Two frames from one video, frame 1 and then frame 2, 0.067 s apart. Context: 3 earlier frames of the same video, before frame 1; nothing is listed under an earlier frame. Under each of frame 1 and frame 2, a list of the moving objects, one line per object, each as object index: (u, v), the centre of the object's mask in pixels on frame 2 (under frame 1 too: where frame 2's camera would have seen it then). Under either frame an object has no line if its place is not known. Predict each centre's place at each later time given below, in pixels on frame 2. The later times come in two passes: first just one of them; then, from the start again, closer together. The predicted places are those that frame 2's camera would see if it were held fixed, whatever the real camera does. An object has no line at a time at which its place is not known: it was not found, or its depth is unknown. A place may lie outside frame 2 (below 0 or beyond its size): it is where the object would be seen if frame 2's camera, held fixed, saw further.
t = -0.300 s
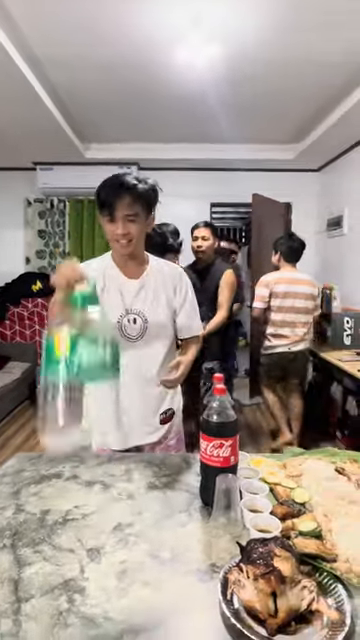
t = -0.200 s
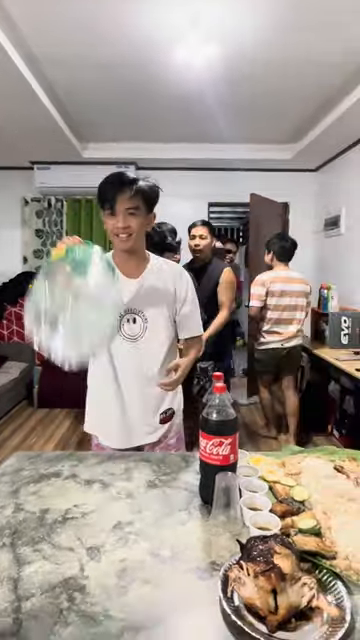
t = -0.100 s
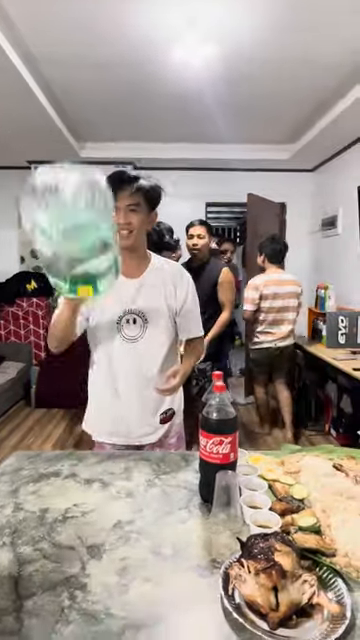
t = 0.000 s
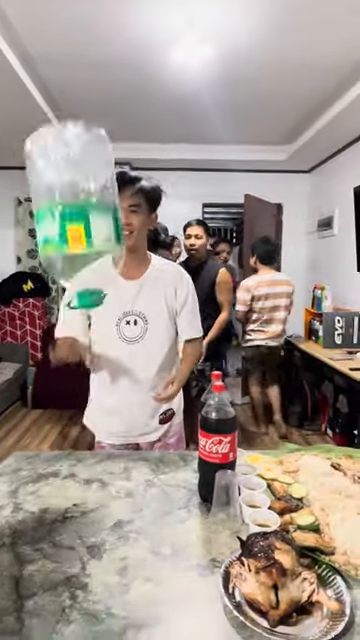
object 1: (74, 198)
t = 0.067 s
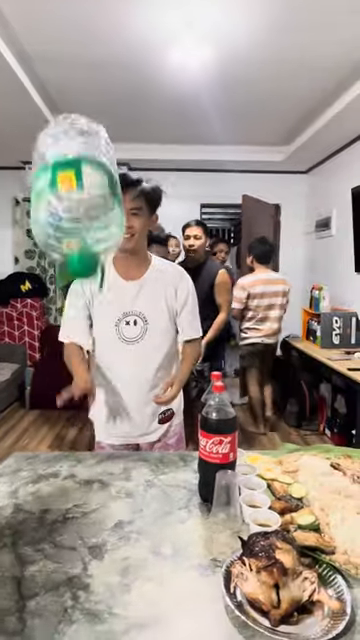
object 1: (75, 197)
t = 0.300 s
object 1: (77, 292)
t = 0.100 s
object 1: (75, 194)
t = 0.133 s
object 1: (72, 197)
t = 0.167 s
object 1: (72, 199)
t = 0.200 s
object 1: (71, 213)
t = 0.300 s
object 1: (77, 292)
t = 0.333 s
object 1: (78, 328)
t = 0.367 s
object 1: (83, 370)
